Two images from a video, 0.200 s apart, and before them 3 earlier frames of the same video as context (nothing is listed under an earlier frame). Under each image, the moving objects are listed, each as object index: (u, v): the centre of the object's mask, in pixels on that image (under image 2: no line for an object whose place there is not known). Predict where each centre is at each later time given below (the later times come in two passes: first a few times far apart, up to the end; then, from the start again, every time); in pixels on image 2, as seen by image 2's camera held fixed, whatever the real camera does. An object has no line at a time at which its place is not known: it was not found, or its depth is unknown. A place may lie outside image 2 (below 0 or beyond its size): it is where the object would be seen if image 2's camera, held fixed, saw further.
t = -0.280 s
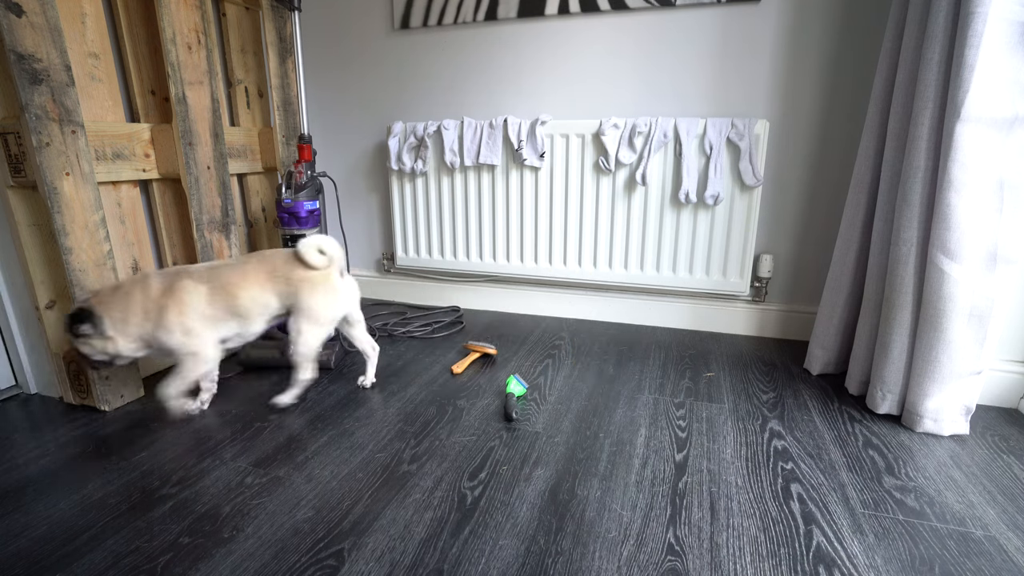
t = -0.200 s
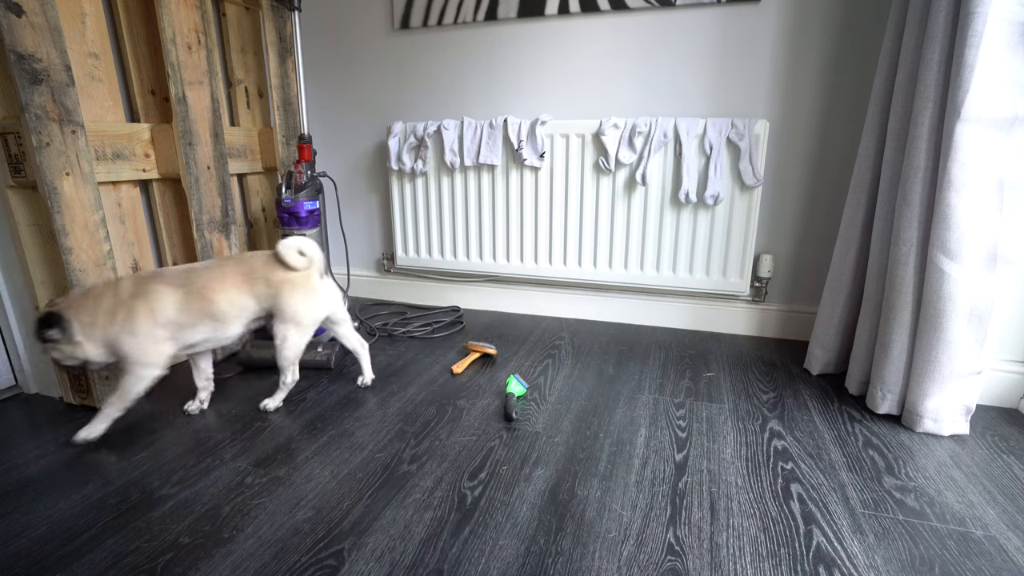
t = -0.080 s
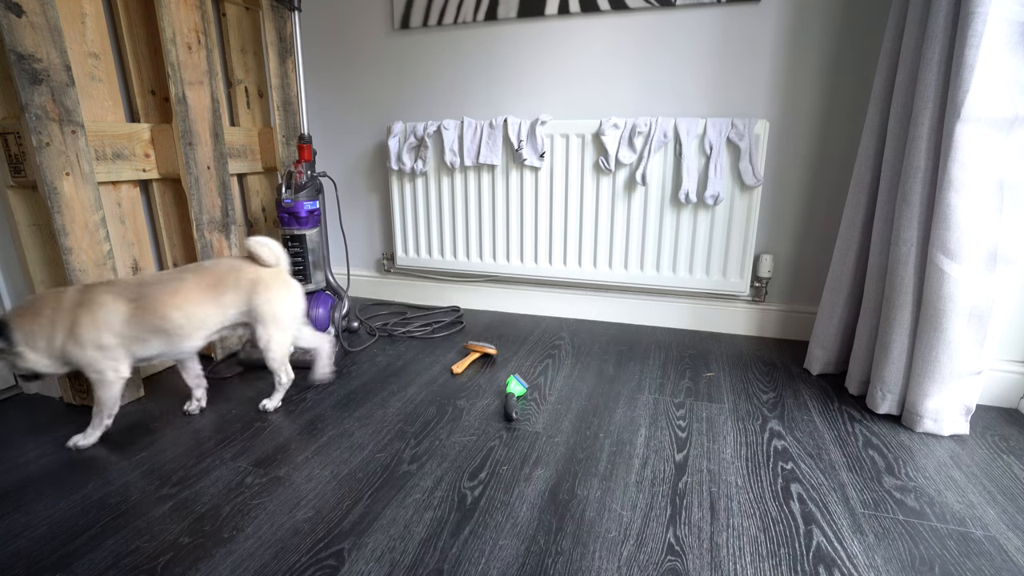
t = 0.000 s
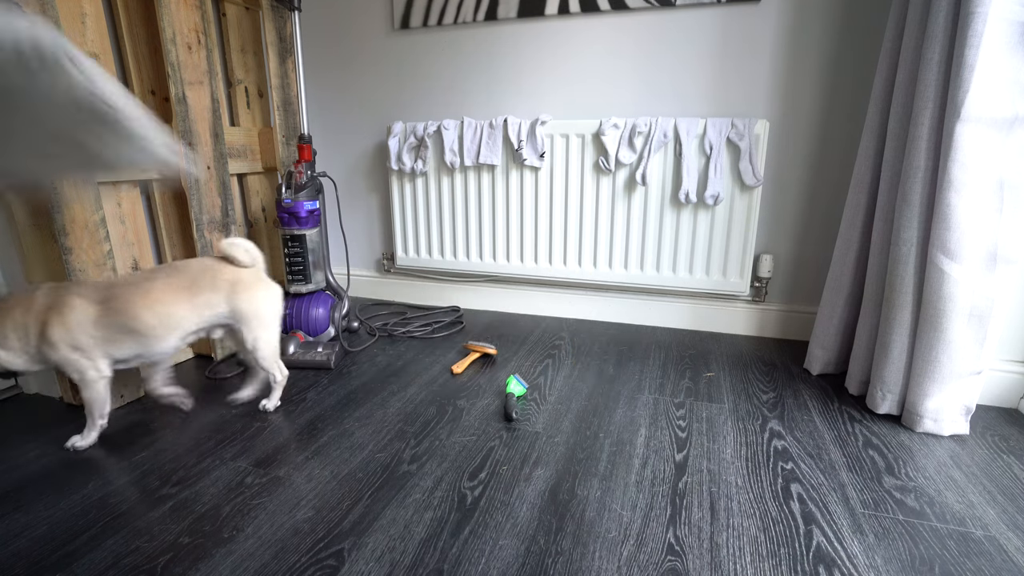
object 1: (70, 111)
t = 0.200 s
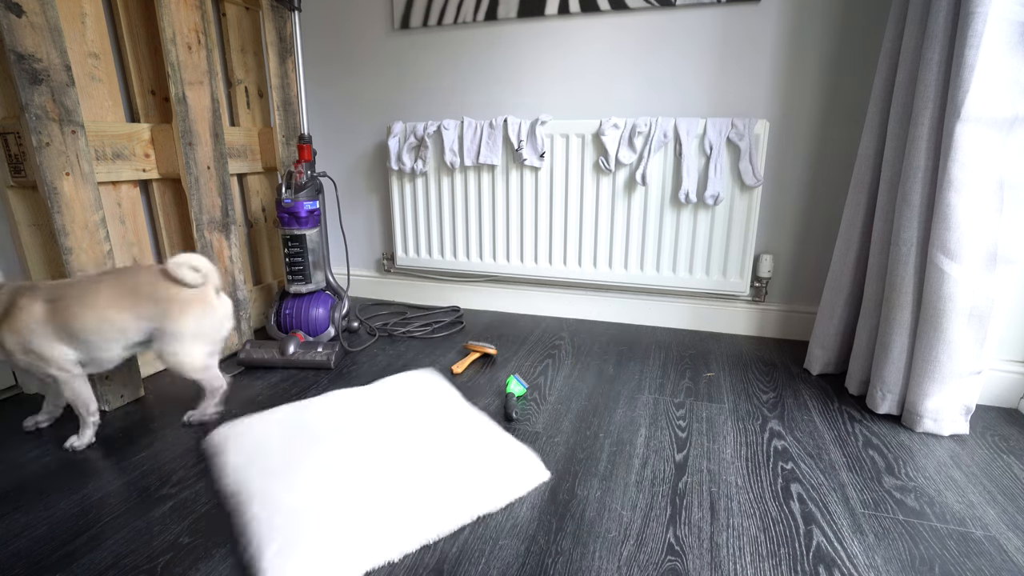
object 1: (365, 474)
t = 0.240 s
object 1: (389, 466)
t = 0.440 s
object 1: (482, 467)
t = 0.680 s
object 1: (496, 465)
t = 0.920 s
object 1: (496, 465)
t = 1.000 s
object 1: (496, 465)
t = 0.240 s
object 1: (389, 466)
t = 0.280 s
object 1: (413, 466)
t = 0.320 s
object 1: (437, 468)
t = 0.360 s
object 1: (457, 468)
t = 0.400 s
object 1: (472, 467)
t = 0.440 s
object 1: (482, 467)
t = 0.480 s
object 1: (489, 466)
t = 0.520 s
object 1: (494, 465)
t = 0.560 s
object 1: (496, 465)
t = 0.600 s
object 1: (496, 465)
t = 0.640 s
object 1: (496, 465)
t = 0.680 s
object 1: (496, 465)
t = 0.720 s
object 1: (496, 465)
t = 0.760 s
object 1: (496, 465)
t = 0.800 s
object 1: (496, 465)
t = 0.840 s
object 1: (496, 465)
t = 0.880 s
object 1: (496, 465)
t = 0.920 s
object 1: (496, 465)
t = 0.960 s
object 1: (496, 465)
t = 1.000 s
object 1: (496, 465)
